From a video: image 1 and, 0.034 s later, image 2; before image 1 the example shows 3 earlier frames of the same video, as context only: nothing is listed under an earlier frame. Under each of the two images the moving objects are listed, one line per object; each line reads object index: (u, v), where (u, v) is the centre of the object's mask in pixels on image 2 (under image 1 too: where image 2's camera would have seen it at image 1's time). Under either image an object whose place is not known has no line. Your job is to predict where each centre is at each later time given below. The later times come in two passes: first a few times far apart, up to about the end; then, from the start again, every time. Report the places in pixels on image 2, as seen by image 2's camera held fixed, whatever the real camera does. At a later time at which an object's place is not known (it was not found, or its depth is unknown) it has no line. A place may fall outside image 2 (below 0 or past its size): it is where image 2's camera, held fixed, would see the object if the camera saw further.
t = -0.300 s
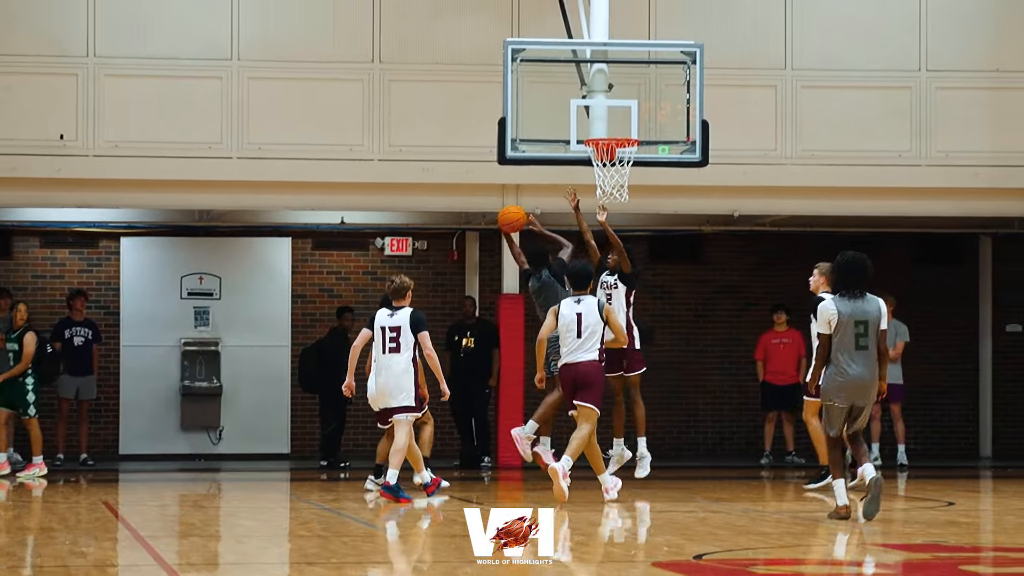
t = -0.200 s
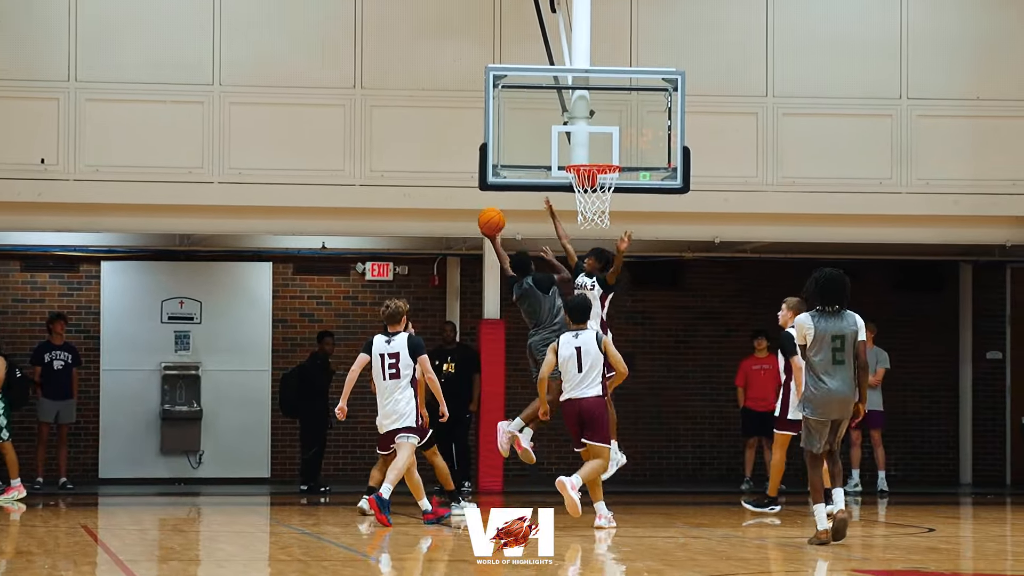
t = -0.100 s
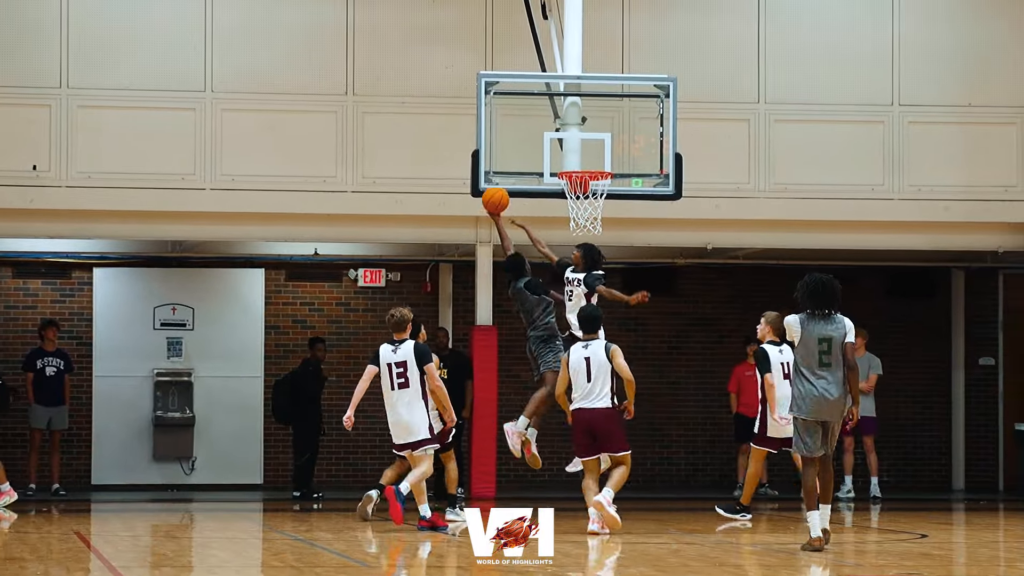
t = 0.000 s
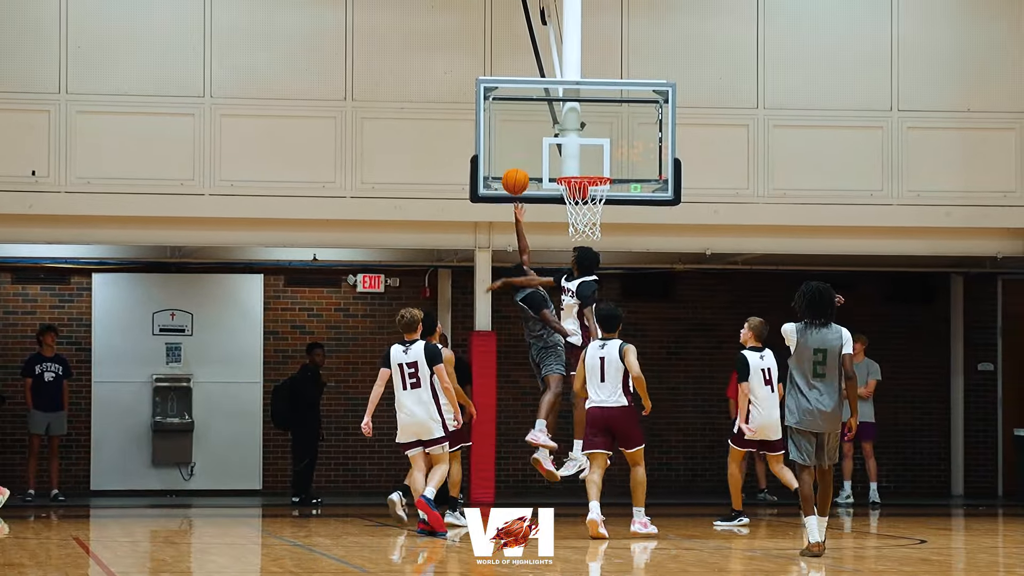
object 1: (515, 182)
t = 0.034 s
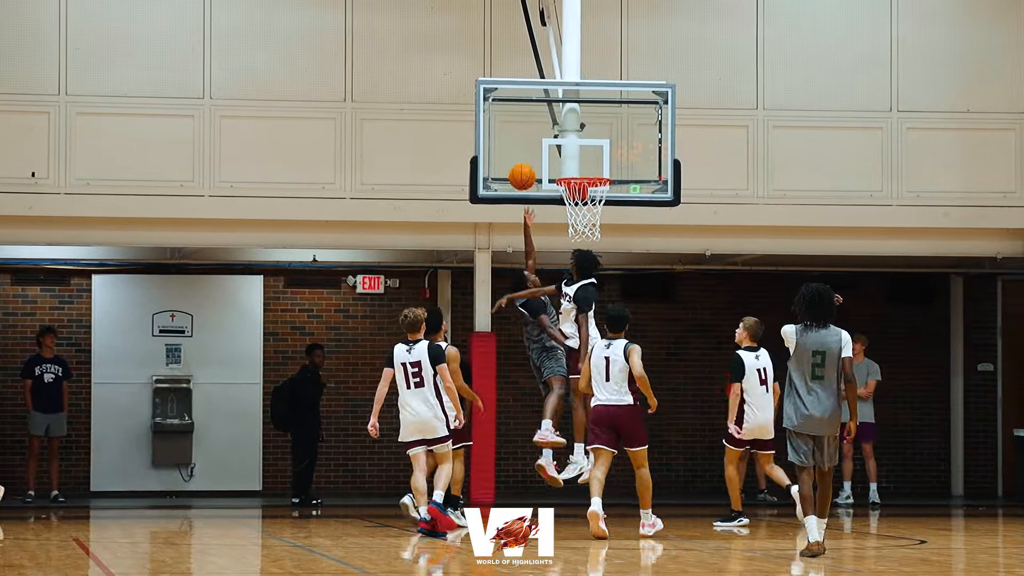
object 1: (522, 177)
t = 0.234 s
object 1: (562, 166)
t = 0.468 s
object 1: (597, 192)
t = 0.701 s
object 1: (599, 222)
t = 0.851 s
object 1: (589, 257)
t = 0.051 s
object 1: (526, 174)
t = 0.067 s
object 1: (529, 172)
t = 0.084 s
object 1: (533, 171)
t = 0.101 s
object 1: (536, 169)
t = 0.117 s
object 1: (539, 169)
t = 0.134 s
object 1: (543, 168)
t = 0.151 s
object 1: (546, 167)
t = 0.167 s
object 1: (550, 167)
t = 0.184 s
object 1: (553, 167)
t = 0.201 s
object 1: (557, 167)
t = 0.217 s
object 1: (559, 166)
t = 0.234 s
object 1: (562, 166)
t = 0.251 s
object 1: (564, 165)
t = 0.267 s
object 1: (567, 165)
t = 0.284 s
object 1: (569, 166)
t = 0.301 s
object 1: (572, 166)
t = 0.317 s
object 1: (574, 167)
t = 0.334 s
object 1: (577, 168)
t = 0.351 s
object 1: (580, 169)
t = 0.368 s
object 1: (582, 170)
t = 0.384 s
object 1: (585, 171)
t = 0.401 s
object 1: (588, 178)
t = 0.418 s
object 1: (590, 181)
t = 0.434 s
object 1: (593, 184)
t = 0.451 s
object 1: (595, 189)
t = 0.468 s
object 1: (597, 192)
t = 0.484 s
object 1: (600, 195)
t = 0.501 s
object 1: (601, 198)
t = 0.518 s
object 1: (603, 201)
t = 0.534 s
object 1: (604, 203)
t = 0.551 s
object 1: (604, 205)
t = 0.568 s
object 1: (605, 207)
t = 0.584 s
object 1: (604, 209)
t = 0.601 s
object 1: (604, 210)
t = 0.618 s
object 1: (603, 212)
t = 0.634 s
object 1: (603, 214)
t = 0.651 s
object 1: (602, 216)
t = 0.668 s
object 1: (601, 218)
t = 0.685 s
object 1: (600, 220)
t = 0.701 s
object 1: (599, 222)
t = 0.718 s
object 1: (598, 226)
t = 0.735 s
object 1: (596, 230)
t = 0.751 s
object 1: (595, 233)
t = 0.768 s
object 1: (594, 236)
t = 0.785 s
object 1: (593, 239)
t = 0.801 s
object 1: (592, 242)
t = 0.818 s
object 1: (591, 247)
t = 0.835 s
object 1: (590, 252)
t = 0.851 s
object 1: (589, 257)
